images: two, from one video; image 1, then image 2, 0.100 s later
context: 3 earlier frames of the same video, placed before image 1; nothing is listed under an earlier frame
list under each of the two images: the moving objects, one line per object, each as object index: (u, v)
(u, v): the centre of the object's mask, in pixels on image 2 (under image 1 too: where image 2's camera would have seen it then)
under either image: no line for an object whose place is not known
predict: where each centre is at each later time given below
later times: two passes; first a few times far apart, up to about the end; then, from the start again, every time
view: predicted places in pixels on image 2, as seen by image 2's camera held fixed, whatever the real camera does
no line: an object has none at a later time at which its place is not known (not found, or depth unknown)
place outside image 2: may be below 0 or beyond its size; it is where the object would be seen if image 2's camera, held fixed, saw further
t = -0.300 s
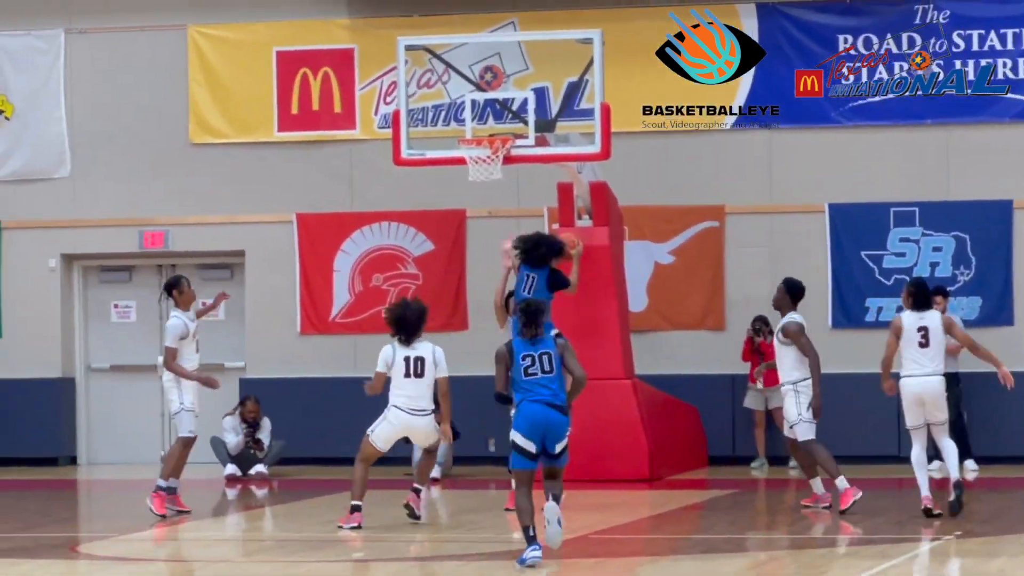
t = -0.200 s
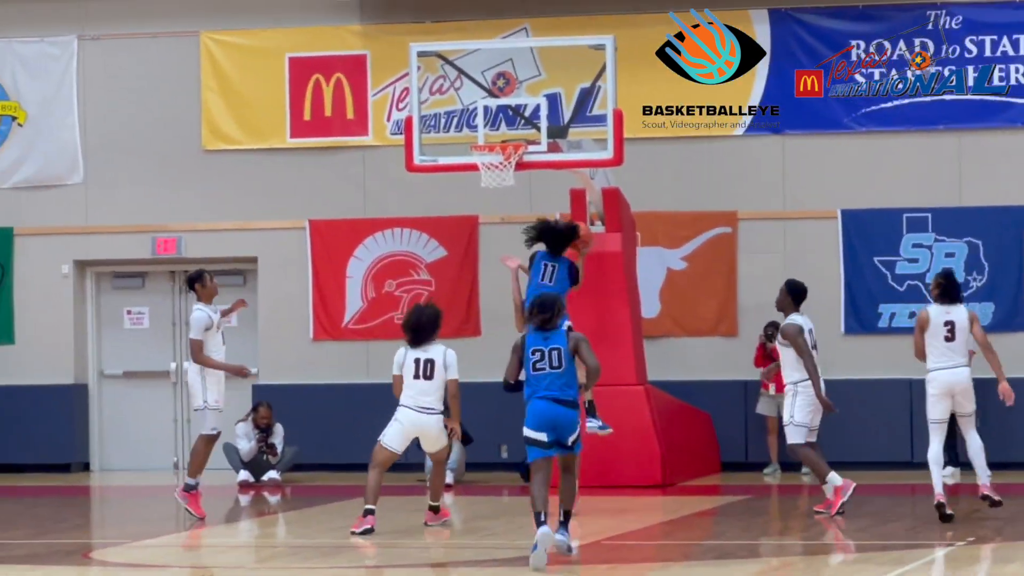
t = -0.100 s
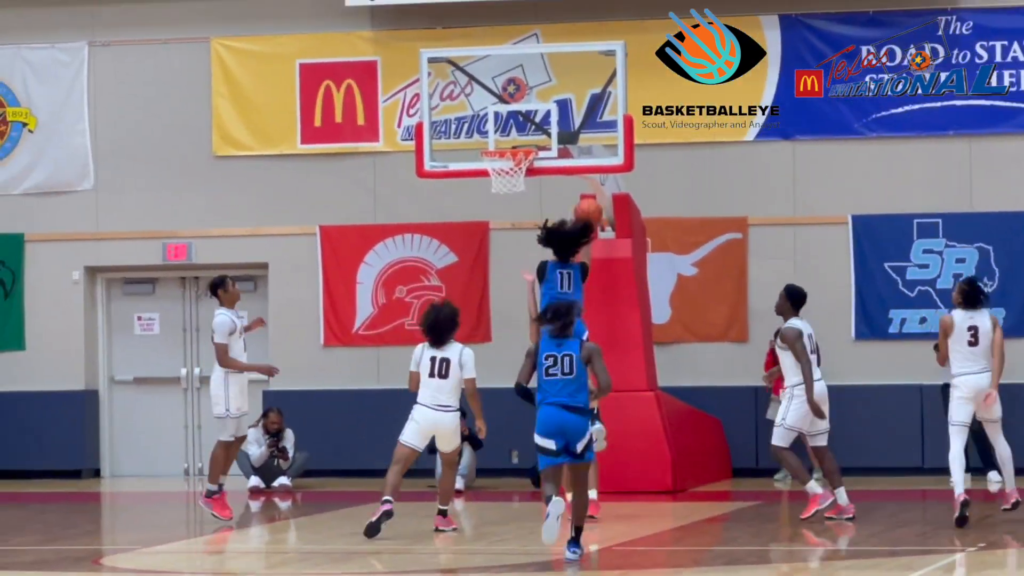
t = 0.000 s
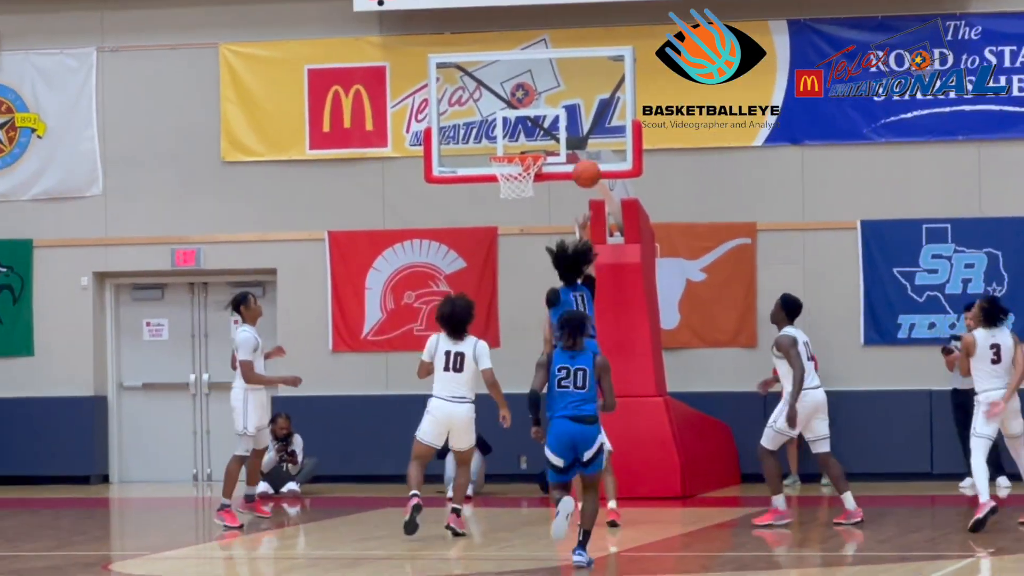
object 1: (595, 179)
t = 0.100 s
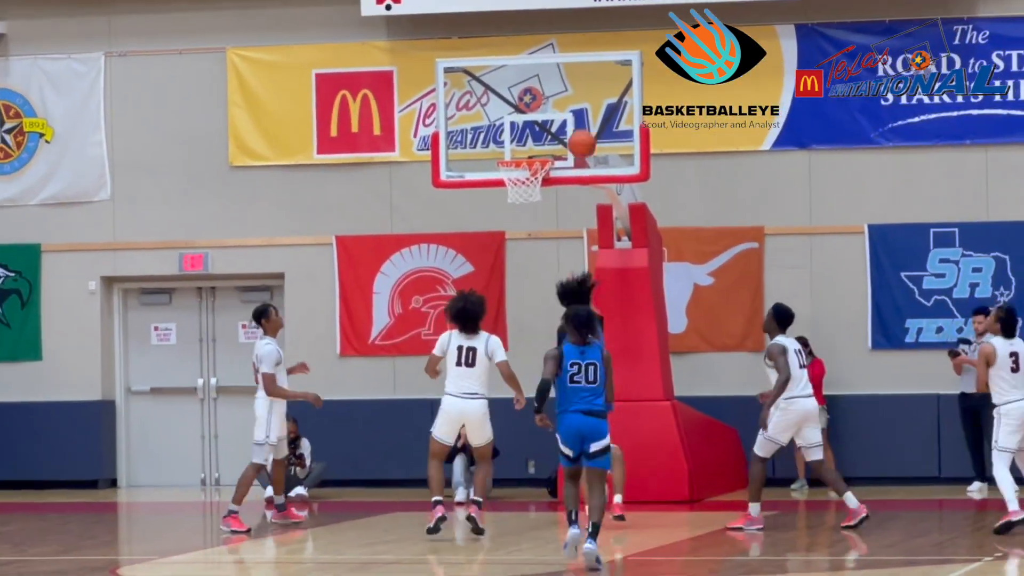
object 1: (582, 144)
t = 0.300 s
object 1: (553, 114)
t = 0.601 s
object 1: (519, 151)
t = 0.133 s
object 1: (578, 135)
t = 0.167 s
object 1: (573, 127)
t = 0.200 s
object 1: (569, 121)
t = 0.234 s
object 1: (565, 116)
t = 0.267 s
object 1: (559, 115)
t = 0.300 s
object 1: (553, 114)
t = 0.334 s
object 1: (548, 116)
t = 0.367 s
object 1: (541, 117)
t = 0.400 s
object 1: (536, 121)
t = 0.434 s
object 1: (531, 126)
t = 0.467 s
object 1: (525, 132)
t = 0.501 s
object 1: (519, 139)
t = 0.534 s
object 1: (514, 147)
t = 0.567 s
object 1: (513, 151)
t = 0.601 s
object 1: (519, 151)
